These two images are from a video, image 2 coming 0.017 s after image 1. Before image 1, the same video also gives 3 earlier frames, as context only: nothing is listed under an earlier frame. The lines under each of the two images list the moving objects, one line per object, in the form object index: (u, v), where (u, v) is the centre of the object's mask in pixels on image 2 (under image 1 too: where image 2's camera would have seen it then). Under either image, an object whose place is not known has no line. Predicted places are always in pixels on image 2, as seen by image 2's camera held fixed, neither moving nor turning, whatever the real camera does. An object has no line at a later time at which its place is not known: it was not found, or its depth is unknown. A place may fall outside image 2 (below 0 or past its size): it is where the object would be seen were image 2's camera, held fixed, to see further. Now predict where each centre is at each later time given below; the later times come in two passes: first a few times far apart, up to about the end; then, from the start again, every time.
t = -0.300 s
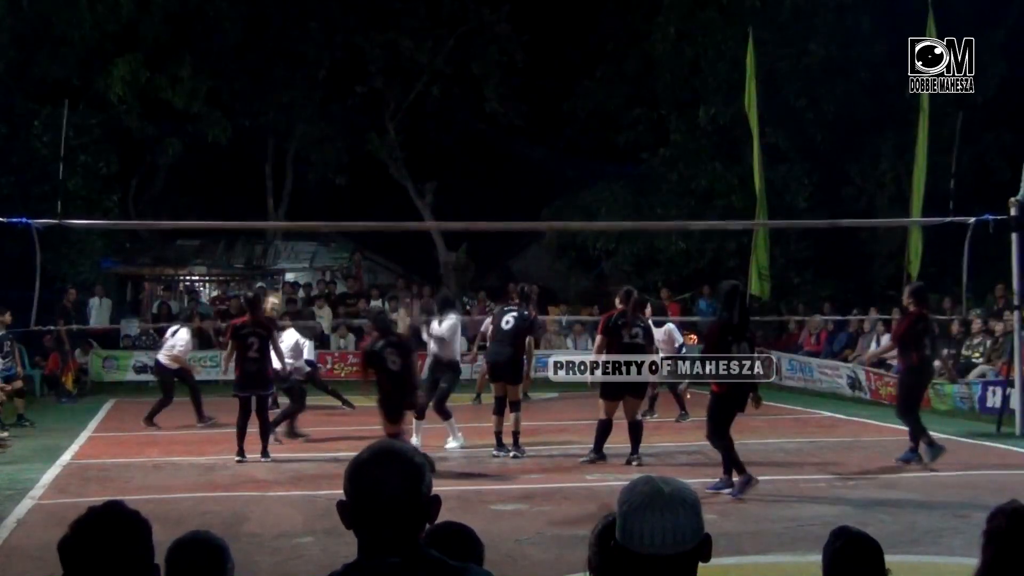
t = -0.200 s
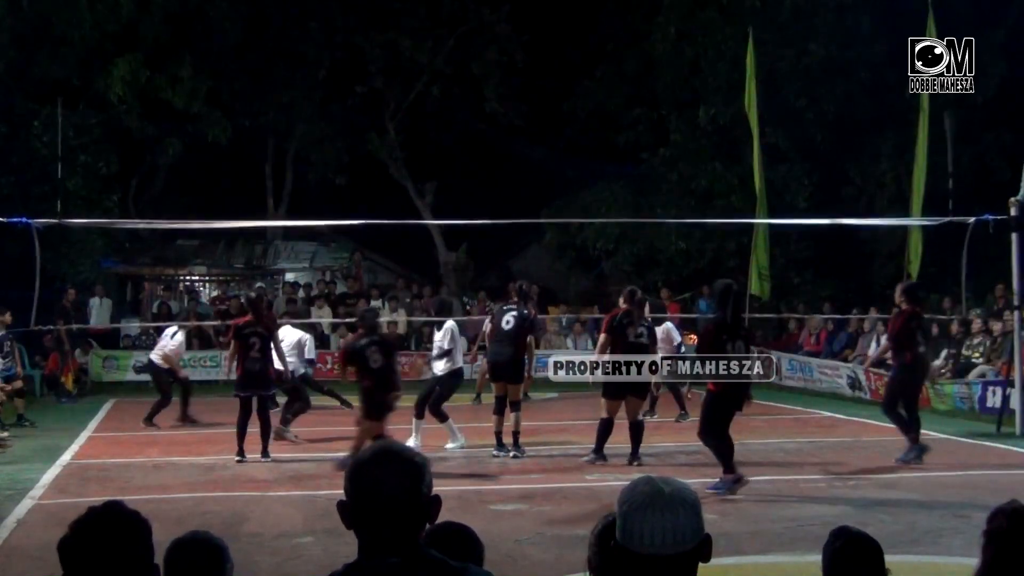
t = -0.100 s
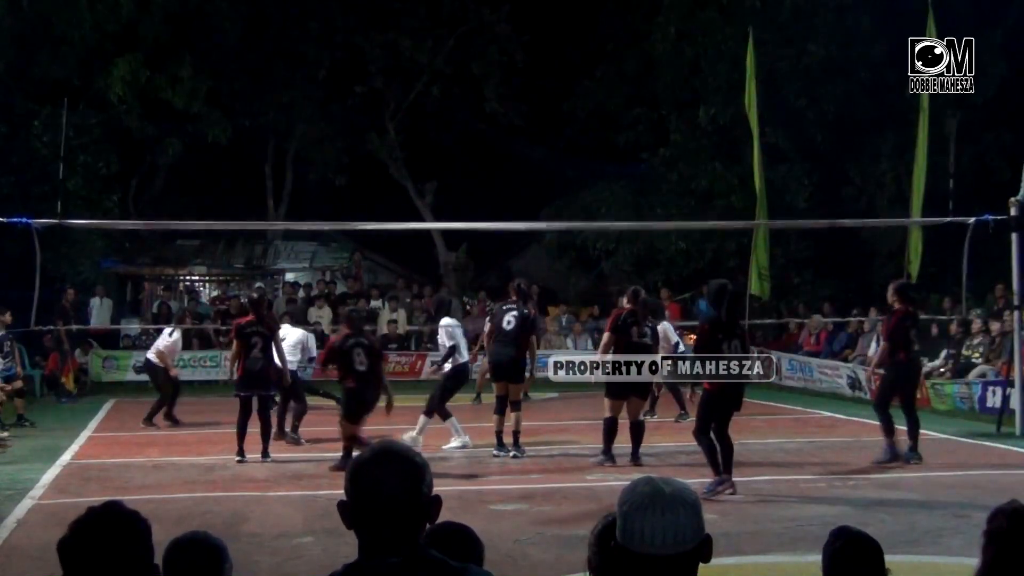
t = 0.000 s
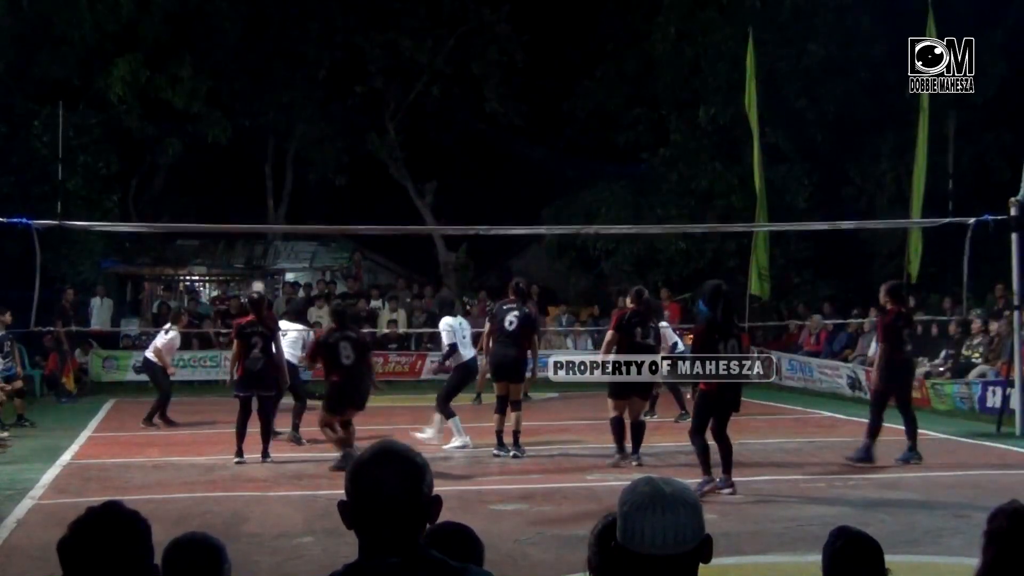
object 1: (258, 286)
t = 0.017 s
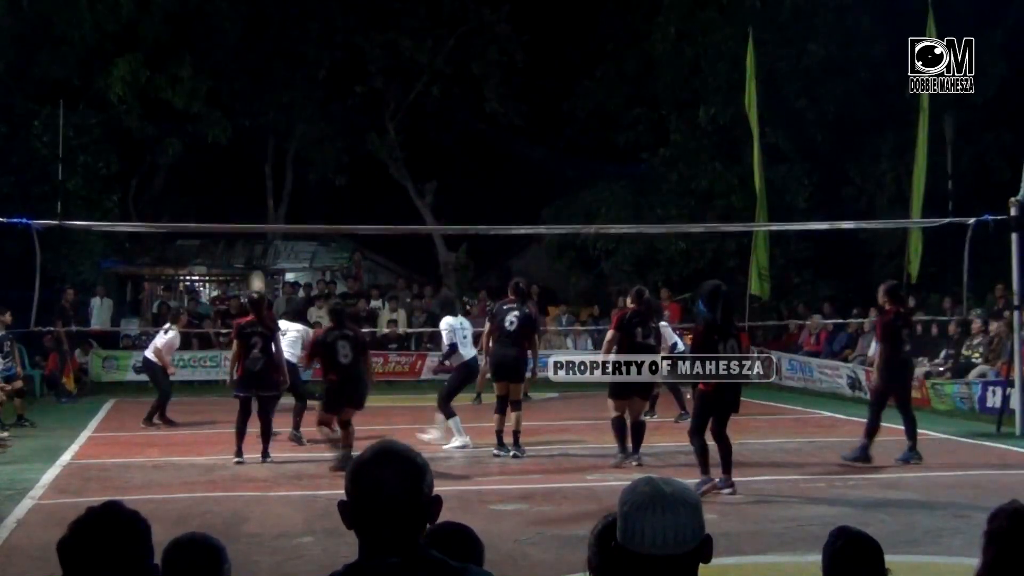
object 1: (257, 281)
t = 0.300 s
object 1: (259, 175)
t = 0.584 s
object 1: (260, 122)
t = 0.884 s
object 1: (262, 136)
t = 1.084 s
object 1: (264, 187)
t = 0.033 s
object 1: (257, 275)
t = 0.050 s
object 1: (257, 270)
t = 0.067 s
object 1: (257, 262)
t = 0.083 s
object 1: (257, 255)
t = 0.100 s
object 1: (257, 249)
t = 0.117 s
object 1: (258, 241)
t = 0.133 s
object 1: (257, 234)
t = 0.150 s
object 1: (258, 231)
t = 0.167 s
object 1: (258, 216)
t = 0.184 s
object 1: (258, 212)
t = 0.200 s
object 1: (258, 208)
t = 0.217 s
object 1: (259, 202)
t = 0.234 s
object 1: (258, 196)
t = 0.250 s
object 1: (258, 190)
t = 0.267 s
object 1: (259, 186)
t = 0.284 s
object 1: (258, 180)
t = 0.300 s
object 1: (259, 175)
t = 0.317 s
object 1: (259, 170)
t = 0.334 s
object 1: (259, 166)
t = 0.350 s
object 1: (259, 161)
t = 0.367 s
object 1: (259, 158)
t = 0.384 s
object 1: (259, 154)
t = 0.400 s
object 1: (260, 150)
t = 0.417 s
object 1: (260, 146)
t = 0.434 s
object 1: (260, 143)
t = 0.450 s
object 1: (260, 139)
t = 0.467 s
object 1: (260, 137)
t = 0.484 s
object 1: (260, 135)
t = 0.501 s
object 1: (260, 132)
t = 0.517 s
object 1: (260, 129)
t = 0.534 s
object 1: (260, 127)
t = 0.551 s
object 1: (260, 125)
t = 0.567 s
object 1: (260, 123)
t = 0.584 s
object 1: (260, 122)
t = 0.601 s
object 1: (261, 121)
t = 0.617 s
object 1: (261, 121)
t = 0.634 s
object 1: (261, 120)
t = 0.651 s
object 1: (261, 119)
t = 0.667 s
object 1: (261, 119)
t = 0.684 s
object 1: (261, 118)
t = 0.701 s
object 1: (261, 119)
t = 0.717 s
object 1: (261, 119)
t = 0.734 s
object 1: (261, 120)
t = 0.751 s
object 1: (261, 120)
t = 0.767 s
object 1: (261, 121)
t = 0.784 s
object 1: (261, 122)
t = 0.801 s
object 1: (262, 124)
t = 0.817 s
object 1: (262, 125)
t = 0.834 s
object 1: (262, 127)
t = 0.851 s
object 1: (262, 130)
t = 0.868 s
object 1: (263, 133)
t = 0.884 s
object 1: (262, 136)
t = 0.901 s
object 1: (262, 138)
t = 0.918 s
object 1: (262, 141)
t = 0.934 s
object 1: (262, 145)
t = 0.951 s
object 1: (263, 149)
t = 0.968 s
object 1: (263, 152)
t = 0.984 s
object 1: (263, 157)
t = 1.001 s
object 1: (263, 160)
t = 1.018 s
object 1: (263, 165)
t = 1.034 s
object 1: (263, 171)
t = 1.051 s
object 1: (263, 176)
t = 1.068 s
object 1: (264, 182)
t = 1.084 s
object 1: (264, 187)
